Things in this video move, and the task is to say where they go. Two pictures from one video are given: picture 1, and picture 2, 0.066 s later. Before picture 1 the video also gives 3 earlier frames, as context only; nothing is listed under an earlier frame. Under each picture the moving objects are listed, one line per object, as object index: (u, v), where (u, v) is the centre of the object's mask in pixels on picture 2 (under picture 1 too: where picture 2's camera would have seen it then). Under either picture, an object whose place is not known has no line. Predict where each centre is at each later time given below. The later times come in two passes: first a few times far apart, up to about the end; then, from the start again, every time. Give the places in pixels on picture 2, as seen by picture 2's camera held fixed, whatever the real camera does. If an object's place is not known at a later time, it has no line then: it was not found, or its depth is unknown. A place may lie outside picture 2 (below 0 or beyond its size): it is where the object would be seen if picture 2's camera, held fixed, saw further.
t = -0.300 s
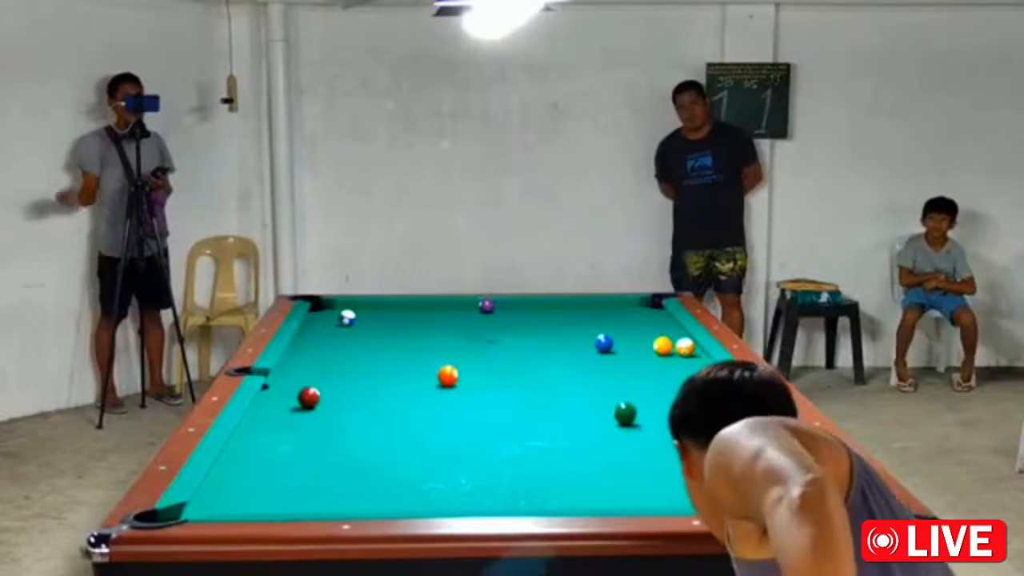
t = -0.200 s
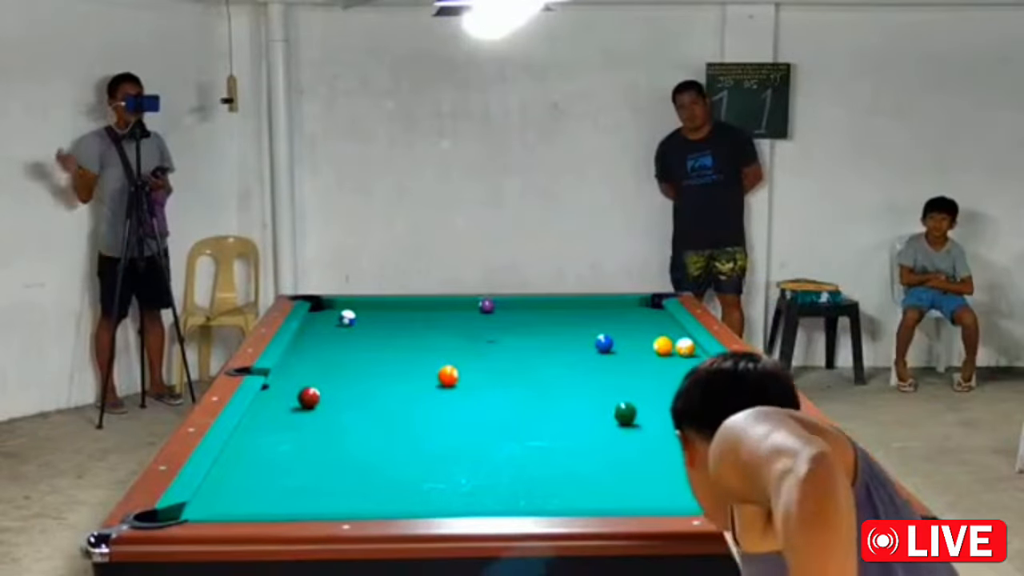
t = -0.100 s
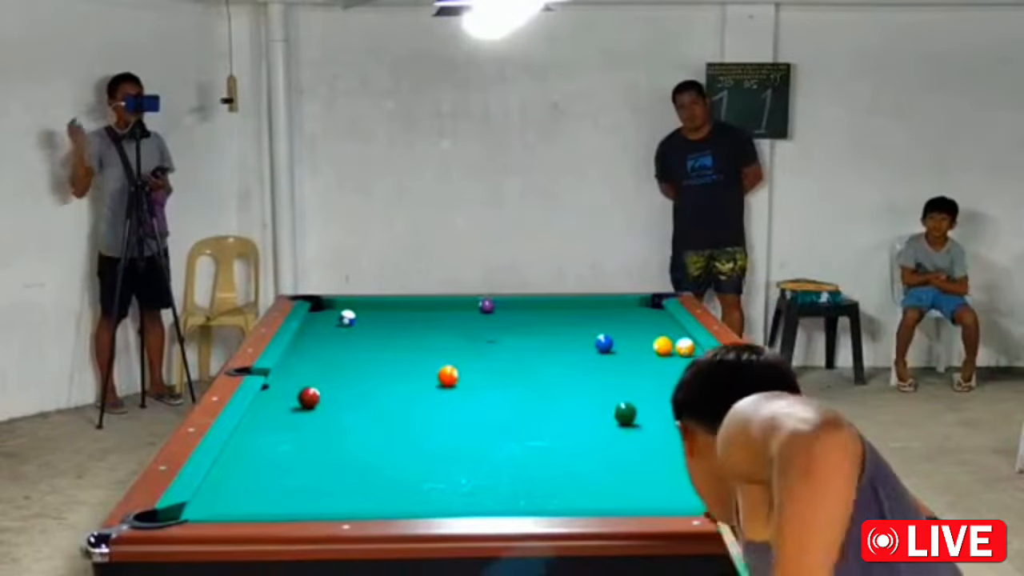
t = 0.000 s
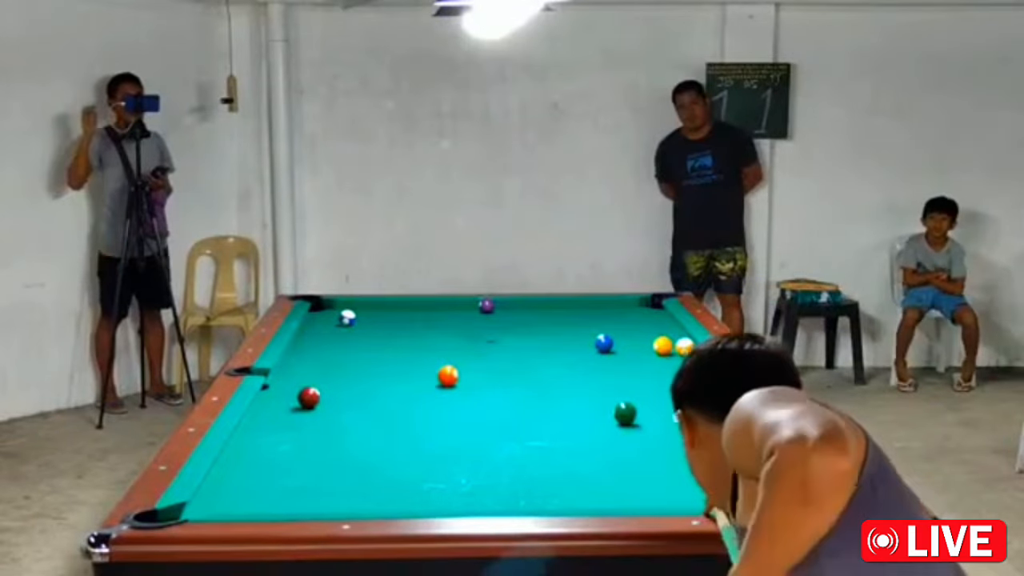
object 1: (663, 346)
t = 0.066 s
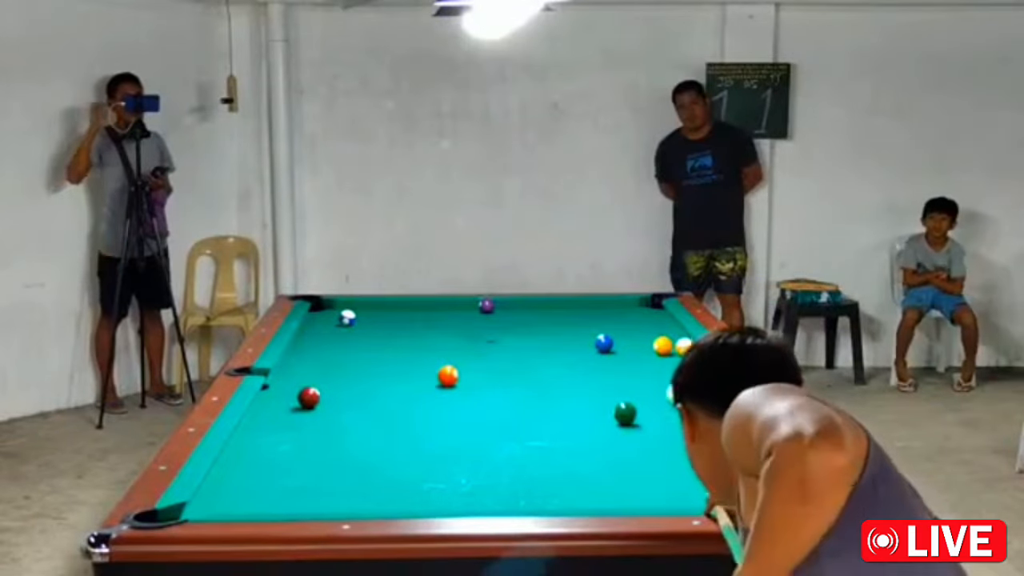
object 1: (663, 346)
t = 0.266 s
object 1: (661, 333)
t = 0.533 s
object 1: (649, 301)
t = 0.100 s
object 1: (663, 346)
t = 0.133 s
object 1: (663, 346)
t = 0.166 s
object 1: (663, 346)
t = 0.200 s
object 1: (662, 343)
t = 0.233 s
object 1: (663, 341)
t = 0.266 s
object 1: (661, 333)
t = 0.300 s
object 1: (660, 330)
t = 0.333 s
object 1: (659, 324)
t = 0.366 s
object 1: (659, 319)
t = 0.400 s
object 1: (657, 315)
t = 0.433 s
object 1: (657, 311)
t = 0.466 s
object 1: (657, 307)
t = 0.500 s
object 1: (653, 303)
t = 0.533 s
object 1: (649, 301)
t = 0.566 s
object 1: (658, 301)
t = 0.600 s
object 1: (659, 301)
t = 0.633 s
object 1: (655, 301)
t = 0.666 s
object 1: (654, 301)
